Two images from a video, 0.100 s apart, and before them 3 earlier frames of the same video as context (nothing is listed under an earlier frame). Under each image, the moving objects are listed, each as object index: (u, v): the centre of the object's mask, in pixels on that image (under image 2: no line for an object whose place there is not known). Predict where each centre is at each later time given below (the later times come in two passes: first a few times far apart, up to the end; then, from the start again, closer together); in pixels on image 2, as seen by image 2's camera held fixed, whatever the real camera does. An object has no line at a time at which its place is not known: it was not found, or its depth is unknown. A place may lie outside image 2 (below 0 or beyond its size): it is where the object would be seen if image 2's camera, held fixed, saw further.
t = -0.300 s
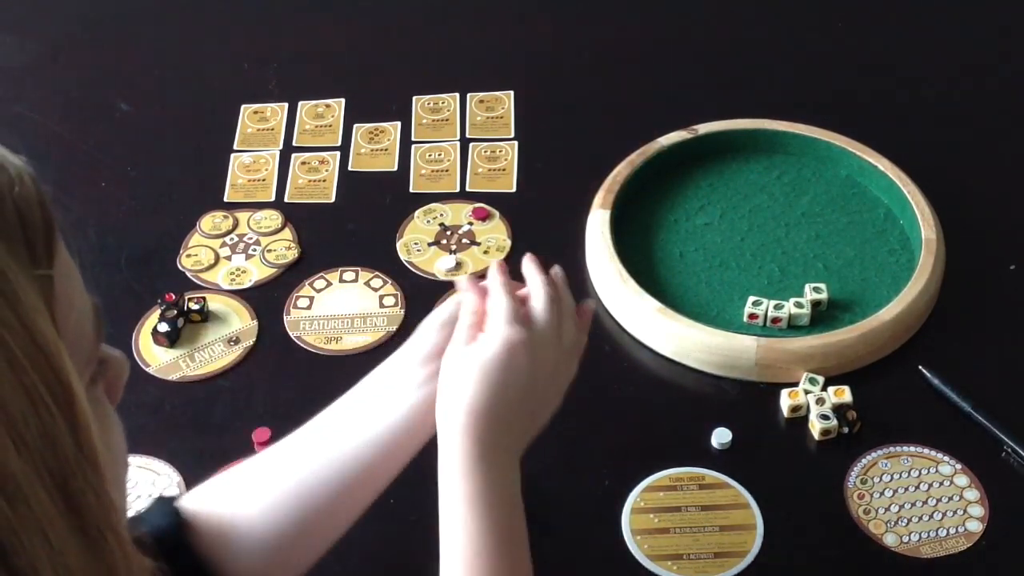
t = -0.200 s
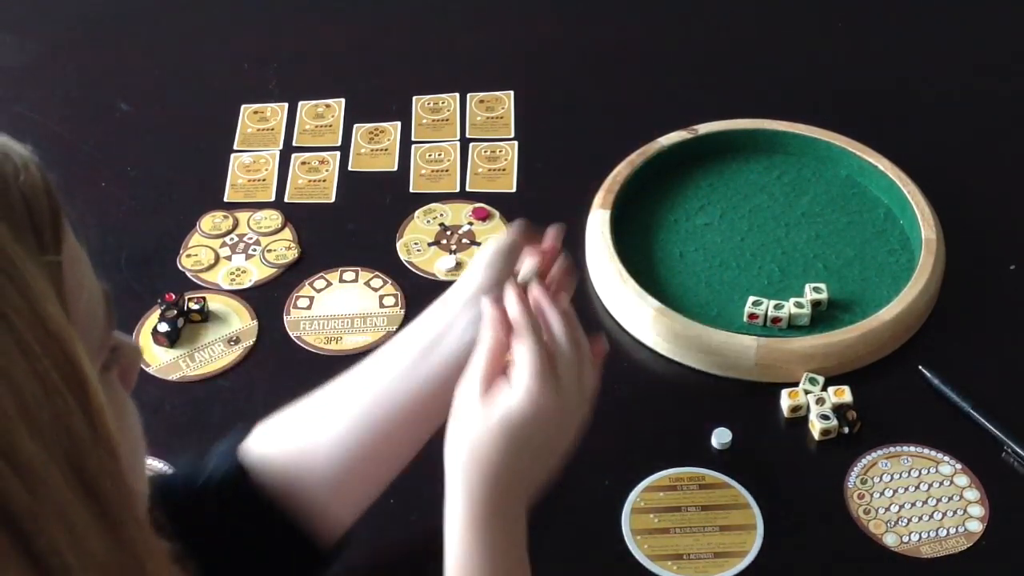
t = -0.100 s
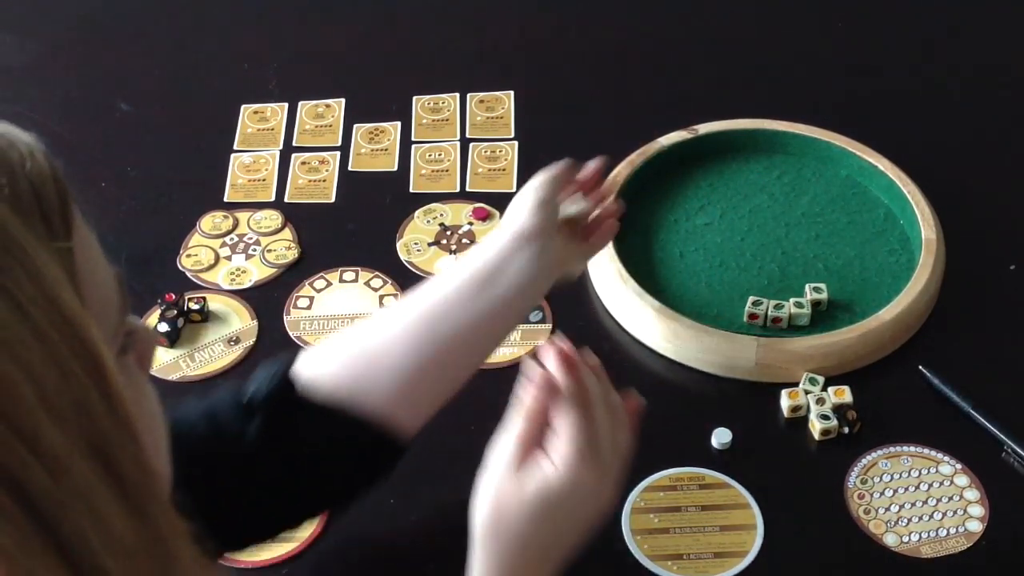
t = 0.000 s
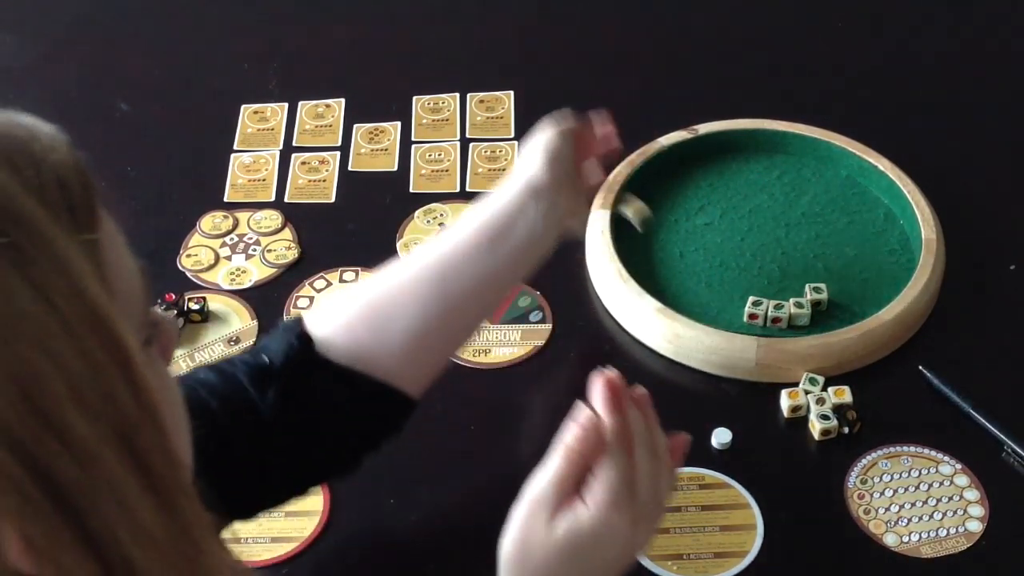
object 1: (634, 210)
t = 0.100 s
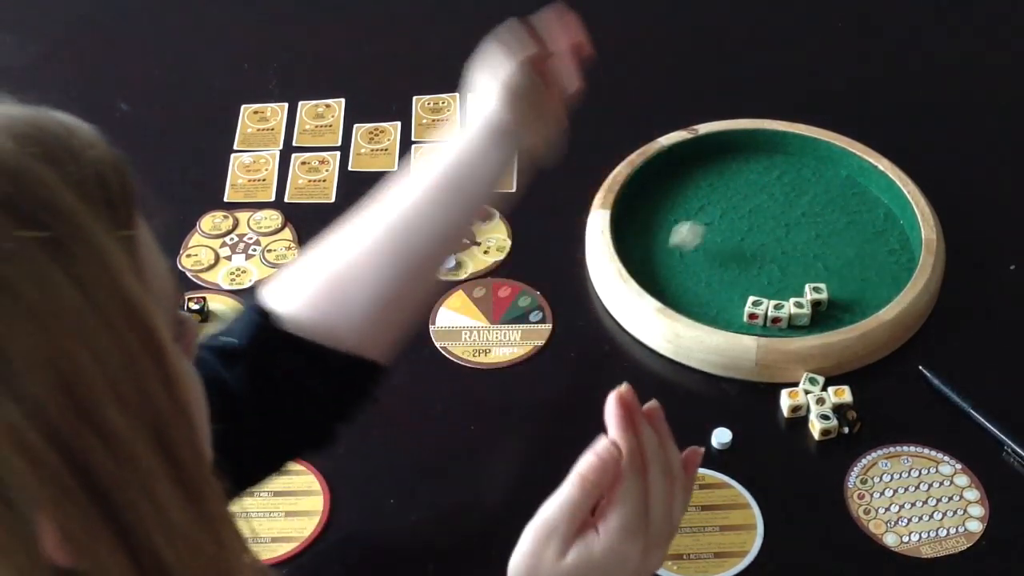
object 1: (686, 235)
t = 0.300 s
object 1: (776, 226)
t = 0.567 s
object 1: (814, 211)
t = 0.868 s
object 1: (814, 211)
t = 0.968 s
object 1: (814, 211)
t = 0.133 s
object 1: (704, 232)
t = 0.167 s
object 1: (721, 238)
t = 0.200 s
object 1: (738, 240)
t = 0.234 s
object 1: (752, 235)
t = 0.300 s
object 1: (776, 226)
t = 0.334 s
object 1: (788, 220)
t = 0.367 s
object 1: (797, 217)
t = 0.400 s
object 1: (804, 213)
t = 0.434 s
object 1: (809, 211)
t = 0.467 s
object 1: (814, 211)
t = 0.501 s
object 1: (814, 211)
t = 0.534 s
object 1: (814, 211)
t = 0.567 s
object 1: (814, 211)
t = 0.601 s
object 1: (814, 211)
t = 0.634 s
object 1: (814, 211)
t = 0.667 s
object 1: (814, 211)
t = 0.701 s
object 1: (814, 211)
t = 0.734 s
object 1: (814, 211)
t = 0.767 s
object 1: (814, 211)
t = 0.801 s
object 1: (814, 211)
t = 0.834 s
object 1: (814, 211)
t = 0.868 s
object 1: (814, 211)
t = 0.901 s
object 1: (814, 211)
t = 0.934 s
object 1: (814, 211)
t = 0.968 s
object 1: (814, 211)
